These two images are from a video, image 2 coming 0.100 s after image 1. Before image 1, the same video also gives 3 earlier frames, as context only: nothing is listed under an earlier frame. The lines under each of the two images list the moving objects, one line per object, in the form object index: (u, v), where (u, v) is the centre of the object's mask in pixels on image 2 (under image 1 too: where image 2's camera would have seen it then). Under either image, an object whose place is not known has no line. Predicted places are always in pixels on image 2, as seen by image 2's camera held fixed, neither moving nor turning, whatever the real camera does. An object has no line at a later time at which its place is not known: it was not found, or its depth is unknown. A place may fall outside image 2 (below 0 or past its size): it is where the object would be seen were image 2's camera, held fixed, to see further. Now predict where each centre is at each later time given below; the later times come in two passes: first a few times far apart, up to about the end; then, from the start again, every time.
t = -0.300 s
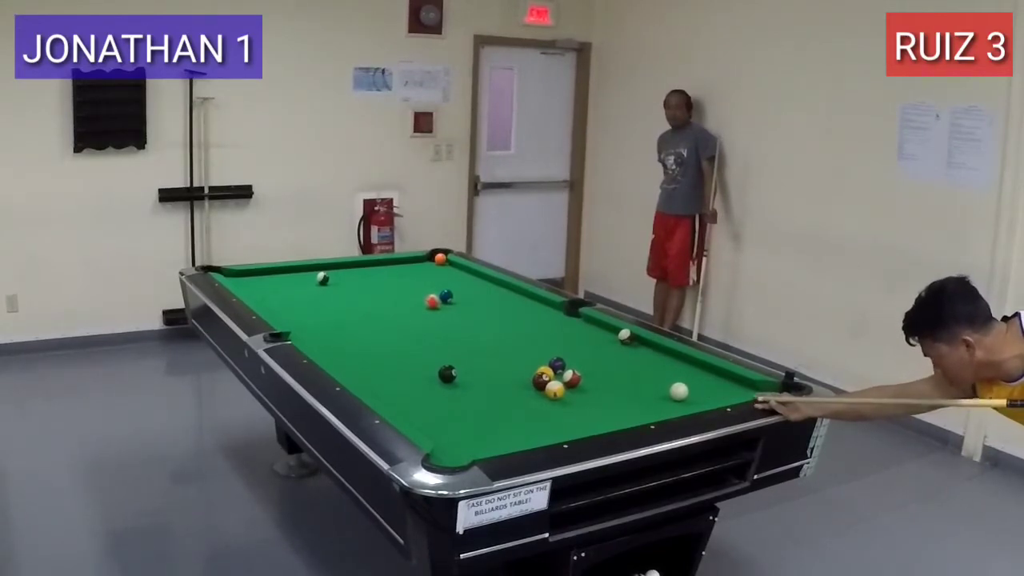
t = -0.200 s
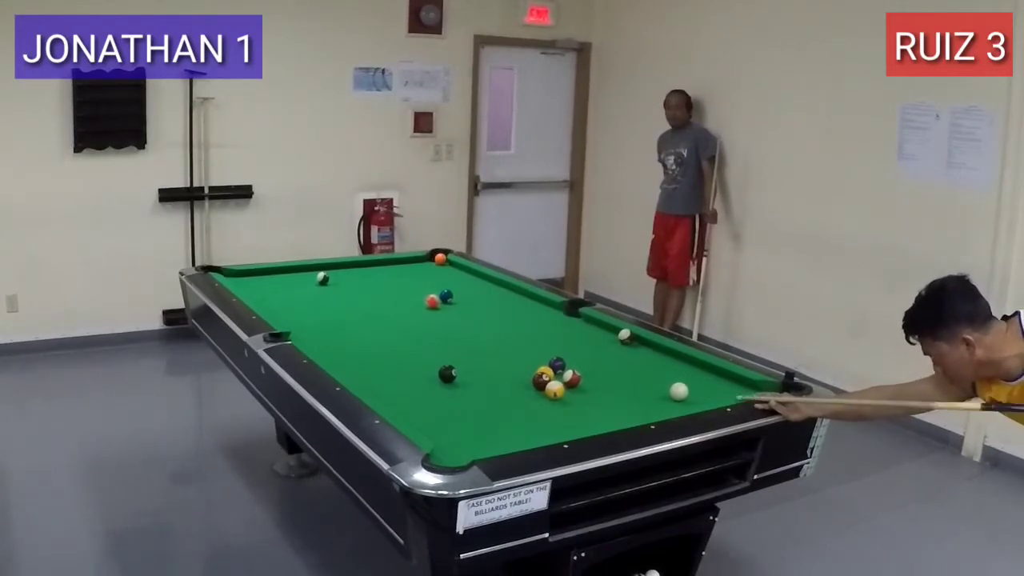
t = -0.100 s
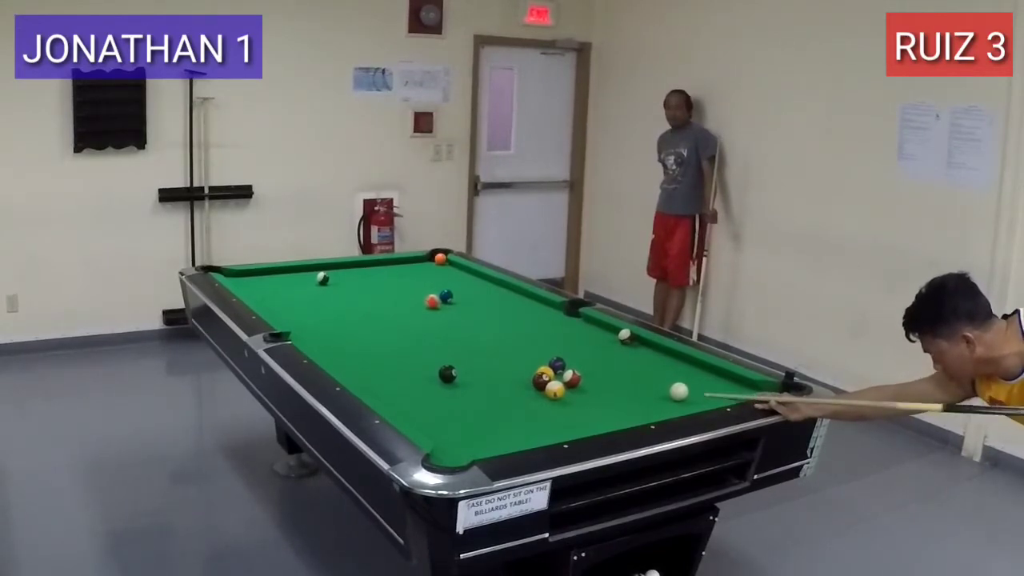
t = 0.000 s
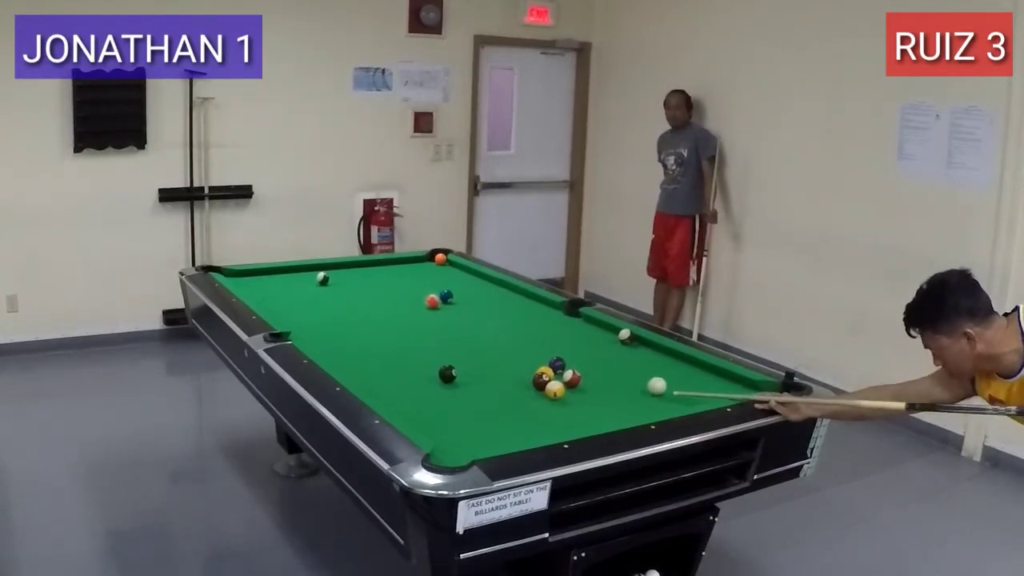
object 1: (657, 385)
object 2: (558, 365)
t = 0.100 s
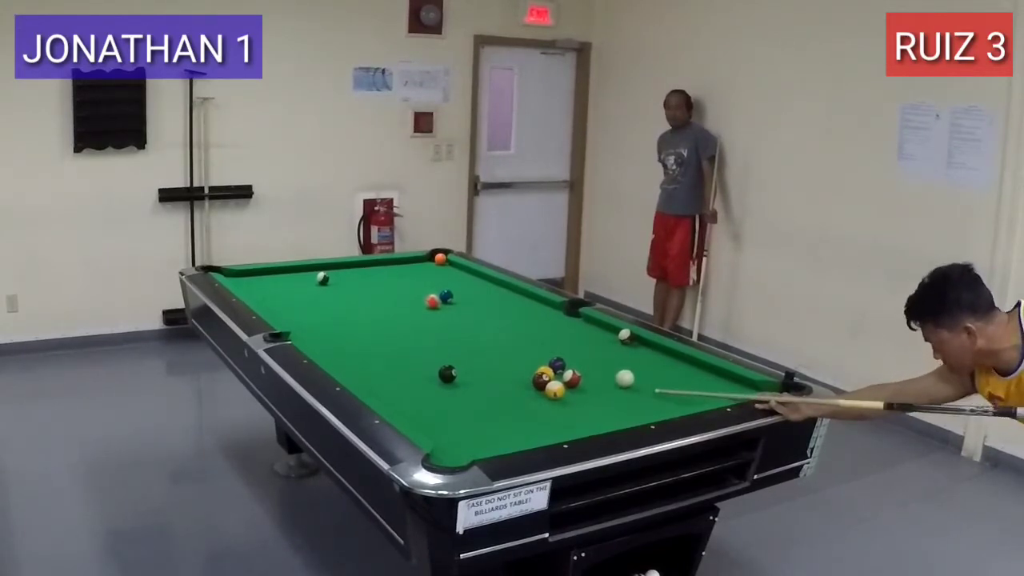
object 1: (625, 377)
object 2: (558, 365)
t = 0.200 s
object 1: (600, 371)
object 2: (558, 365)
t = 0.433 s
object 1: (570, 360)
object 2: (534, 363)
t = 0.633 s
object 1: (560, 353)
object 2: (505, 361)
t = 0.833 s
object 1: (551, 346)
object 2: (478, 358)
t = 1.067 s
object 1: (543, 340)
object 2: (449, 355)
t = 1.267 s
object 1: (536, 335)
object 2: (425, 353)
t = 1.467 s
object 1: (530, 330)
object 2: (404, 351)
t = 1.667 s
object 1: (526, 326)
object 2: (384, 349)
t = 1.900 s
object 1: (521, 321)
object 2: (363, 347)
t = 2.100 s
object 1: (517, 318)
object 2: (347, 345)
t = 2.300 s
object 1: (513, 315)
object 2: (333, 343)
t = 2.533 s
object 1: (510, 313)
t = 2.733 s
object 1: (508, 311)
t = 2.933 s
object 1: (506, 309)
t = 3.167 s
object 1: (503, 308)
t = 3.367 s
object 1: (502, 307)
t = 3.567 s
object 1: (502, 307)
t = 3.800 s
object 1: (501, 306)
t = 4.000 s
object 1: (501, 306)
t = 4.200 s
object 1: (501, 306)
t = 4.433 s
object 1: (501, 307)
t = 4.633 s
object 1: (501, 306)
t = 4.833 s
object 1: (501, 306)
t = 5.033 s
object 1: (501, 306)
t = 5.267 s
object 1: (501, 306)
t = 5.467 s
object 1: (501, 306)
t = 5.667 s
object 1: (501, 307)
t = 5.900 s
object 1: (501, 307)
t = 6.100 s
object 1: (501, 307)
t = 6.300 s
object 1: (501, 307)
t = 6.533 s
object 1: (501, 307)
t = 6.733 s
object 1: (501, 307)
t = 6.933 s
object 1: (501, 307)
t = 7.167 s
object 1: (501, 307)
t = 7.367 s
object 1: (501, 307)
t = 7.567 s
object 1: (501, 307)
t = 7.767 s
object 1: (501, 307)
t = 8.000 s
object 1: (501, 307)
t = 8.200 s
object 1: (501, 307)
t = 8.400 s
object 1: (501, 307)
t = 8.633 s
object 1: (501, 307)
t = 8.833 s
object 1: (501, 307)
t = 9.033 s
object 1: (501, 307)
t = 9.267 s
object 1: (501, 307)
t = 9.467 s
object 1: (501, 307)
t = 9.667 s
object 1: (501, 307)
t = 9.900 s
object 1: (501, 307)
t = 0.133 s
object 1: (616, 375)
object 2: (558, 365)
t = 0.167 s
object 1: (608, 373)
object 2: (558, 365)
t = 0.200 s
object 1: (600, 371)
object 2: (558, 365)
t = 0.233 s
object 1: (592, 369)
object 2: (558, 365)
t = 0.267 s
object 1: (585, 367)
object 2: (558, 365)
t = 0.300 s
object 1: (577, 364)
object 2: (558, 365)
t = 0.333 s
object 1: (575, 363)
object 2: (552, 364)
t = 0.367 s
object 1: (574, 362)
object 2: (544, 362)
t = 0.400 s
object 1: (572, 361)
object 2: (538, 362)
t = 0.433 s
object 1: (570, 360)
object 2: (534, 363)
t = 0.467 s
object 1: (568, 359)
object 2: (529, 363)
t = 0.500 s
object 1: (567, 358)
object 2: (524, 362)
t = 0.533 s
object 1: (565, 356)
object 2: (519, 362)
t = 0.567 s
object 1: (563, 355)
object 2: (514, 362)
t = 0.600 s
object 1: (561, 354)
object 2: (509, 361)
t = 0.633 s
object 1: (560, 353)
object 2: (505, 361)
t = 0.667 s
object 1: (559, 352)
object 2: (500, 360)
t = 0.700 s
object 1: (557, 351)
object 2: (496, 360)
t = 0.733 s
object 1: (556, 350)
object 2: (491, 359)
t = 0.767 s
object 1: (555, 348)
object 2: (487, 359)
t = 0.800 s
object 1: (553, 347)
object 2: (482, 358)
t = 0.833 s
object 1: (551, 346)
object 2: (478, 358)
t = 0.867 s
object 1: (550, 346)
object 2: (473, 358)
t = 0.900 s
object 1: (549, 345)
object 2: (469, 357)
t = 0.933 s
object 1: (548, 344)
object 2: (465, 357)
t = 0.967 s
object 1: (546, 343)
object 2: (460, 356)
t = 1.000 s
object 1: (545, 342)
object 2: (457, 356)
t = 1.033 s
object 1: (544, 341)
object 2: (453, 356)
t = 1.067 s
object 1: (543, 340)
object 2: (449, 355)
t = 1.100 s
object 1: (541, 339)
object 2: (444, 354)
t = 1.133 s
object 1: (540, 338)
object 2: (440, 354)
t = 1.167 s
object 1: (539, 337)
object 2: (436, 354)
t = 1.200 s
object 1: (538, 336)
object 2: (433, 353)
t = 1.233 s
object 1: (537, 335)
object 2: (428, 353)
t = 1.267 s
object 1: (536, 335)
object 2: (425, 353)
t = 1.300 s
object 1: (535, 334)
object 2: (421, 353)
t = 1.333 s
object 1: (534, 333)
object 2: (418, 352)
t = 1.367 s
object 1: (533, 332)
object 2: (414, 352)
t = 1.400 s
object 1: (532, 332)
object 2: (411, 351)
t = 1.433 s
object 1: (531, 331)
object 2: (407, 351)
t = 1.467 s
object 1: (530, 330)
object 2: (404, 351)
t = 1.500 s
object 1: (530, 329)
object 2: (400, 350)
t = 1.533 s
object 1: (529, 328)
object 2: (397, 350)
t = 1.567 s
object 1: (528, 328)
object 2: (394, 350)
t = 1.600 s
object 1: (527, 327)
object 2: (390, 349)
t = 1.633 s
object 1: (526, 326)
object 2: (387, 349)
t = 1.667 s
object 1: (526, 326)
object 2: (384, 349)
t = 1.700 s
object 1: (525, 325)
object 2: (381, 348)
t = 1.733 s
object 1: (524, 324)
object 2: (378, 348)
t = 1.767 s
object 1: (524, 324)
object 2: (375, 348)
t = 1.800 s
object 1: (523, 323)
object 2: (372, 348)
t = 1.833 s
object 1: (522, 323)
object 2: (369, 347)
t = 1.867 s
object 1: (521, 322)
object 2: (366, 347)
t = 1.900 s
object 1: (521, 321)
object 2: (363, 347)
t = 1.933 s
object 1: (520, 321)
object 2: (360, 346)
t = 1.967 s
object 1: (520, 320)
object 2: (358, 346)
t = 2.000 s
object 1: (519, 320)
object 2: (355, 346)
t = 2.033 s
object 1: (518, 319)
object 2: (352, 346)
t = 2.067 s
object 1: (518, 319)
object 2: (350, 346)
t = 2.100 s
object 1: (517, 318)
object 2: (347, 345)
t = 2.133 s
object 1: (517, 318)
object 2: (345, 345)
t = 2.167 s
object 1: (516, 317)
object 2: (342, 345)
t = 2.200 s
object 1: (515, 317)
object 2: (340, 344)
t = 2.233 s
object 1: (515, 316)
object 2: (337, 344)
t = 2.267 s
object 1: (514, 316)
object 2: (335, 344)
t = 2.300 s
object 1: (513, 315)
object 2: (333, 343)
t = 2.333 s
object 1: (513, 315)
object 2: (330, 343)
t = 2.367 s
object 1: (512, 315)
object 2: (328, 343)
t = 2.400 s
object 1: (512, 314)
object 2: (326, 343)
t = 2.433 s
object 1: (511, 314)
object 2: (324, 342)
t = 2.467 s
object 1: (511, 314)
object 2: (322, 342)
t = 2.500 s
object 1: (511, 313)
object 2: (320, 342)
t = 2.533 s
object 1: (510, 313)
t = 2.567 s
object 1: (510, 312)
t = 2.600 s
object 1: (509, 312)
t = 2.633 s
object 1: (509, 312)
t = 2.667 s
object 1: (509, 311)
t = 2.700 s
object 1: (508, 311)
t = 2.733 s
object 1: (508, 311)
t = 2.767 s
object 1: (507, 311)
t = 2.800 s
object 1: (507, 310)
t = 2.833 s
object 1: (507, 310)
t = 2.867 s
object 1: (506, 310)
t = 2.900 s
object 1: (506, 310)
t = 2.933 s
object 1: (506, 309)
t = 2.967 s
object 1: (505, 309)
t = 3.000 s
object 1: (505, 309)
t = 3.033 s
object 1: (505, 309)
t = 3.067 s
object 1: (504, 308)
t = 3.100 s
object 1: (504, 308)
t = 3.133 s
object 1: (504, 308)
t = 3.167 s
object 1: (503, 308)
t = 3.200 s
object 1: (503, 308)
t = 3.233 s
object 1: (503, 308)
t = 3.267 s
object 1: (503, 307)
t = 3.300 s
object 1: (502, 307)
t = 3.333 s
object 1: (502, 307)
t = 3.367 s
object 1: (502, 307)
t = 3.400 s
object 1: (502, 307)
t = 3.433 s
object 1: (502, 307)
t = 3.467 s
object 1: (502, 307)
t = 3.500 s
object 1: (502, 307)
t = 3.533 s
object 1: (502, 307)
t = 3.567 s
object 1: (502, 307)
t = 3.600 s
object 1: (501, 307)
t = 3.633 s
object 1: (501, 306)
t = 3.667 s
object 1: (501, 306)
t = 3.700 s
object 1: (501, 306)
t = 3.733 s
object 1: (501, 306)
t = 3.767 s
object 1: (501, 306)
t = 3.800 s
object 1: (501, 306)
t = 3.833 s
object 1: (501, 306)
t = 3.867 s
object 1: (501, 306)
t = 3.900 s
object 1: (501, 306)
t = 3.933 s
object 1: (501, 306)
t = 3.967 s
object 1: (501, 306)
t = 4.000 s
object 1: (501, 306)
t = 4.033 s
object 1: (501, 306)
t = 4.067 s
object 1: (501, 306)
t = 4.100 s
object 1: (501, 306)
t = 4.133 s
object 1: (501, 306)
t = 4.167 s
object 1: (501, 306)
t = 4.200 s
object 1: (501, 306)
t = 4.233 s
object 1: (501, 306)
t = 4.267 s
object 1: (501, 306)
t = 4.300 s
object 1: (501, 306)
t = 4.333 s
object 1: (501, 306)
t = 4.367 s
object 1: (501, 306)
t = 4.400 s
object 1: (501, 306)
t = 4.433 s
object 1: (501, 307)
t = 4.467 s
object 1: (501, 306)
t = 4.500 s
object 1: (501, 306)
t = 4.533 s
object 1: (501, 306)
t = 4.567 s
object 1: (501, 306)
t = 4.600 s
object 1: (501, 306)
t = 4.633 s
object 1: (501, 306)
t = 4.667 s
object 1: (501, 306)
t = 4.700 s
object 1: (501, 306)
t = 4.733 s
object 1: (501, 306)
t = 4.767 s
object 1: (501, 306)
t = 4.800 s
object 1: (501, 306)
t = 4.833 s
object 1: (501, 306)
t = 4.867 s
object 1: (501, 306)
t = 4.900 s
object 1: (501, 306)
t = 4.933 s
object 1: (501, 306)
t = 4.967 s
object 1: (501, 306)
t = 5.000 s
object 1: (501, 306)
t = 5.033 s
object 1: (501, 306)
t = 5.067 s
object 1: (501, 306)
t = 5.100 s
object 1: (501, 306)
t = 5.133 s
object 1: (501, 306)
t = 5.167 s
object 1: (501, 306)
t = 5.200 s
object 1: (501, 306)
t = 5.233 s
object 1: (501, 306)
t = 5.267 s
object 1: (501, 306)
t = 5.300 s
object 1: (501, 306)
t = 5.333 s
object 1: (501, 306)
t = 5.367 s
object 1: (501, 306)
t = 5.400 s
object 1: (501, 306)
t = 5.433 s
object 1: (501, 306)
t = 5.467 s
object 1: (501, 306)
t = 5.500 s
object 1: (501, 306)
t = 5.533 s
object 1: (501, 307)
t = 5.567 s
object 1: (501, 307)
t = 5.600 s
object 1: (501, 307)
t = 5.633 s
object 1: (501, 307)
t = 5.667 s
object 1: (501, 307)
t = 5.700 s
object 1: (501, 307)
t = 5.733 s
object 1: (501, 307)
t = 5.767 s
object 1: (501, 307)
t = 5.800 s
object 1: (501, 307)
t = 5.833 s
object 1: (501, 307)
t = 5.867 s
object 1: (501, 307)
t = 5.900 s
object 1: (501, 307)
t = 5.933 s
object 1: (501, 307)
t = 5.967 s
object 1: (501, 307)
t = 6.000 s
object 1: (501, 307)
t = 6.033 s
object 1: (501, 307)
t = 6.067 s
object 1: (501, 307)
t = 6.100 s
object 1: (501, 307)
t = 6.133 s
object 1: (501, 307)
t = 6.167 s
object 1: (501, 307)
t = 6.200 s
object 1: (501, 307)
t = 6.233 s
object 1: (501, 307)
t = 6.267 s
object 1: (501, 307)
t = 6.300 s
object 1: (501, 307)
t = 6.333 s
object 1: (501, 307)
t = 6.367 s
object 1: (501, 307)
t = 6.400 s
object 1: (501, 307)
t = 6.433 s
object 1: (501, 307)
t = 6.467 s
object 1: (501, 307)
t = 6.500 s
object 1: (501, 307)
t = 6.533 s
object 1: (501, 307)
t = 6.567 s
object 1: (501, 307)
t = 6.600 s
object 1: (501, 307)
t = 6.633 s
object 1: (501, 307)
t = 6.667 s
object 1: (501, 307)
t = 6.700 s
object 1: (501, 307)
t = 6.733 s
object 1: (501, 307)
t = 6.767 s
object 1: (501, 307)
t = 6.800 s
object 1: (501, 307)
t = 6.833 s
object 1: (501, 307)
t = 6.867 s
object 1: (501, 306)
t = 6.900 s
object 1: (501, 307)
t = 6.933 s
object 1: (501, 307)
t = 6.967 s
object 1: (501, 307)
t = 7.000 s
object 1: (501, 307)
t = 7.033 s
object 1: (501, 307)
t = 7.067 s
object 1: (501, 307)
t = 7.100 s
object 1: (501, 307)
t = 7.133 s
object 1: (501, 307)
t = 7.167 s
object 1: (501, 307)
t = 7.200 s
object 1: (501, 307)
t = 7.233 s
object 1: (501, 307)
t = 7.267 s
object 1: (501, 307)
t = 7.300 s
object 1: (501, 307)
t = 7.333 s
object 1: (501, 307)
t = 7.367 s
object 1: (501, 307)
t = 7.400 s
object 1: (501, 307)
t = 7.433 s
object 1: (501, 307)
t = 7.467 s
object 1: (501, 307)
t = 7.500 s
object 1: (501, 307)
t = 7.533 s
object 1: (501, 307)
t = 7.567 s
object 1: (501, 307)
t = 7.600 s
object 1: (501, 307)
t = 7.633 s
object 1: (501, 307)
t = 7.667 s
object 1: (501, 307)
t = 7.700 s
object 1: (501, 306)
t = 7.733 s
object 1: (501, 307)
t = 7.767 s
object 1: (501, 307)
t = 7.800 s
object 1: (501, 307)
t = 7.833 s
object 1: (501, 307)
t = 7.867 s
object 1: (501, 307)
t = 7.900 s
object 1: (501, 307)
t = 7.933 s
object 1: (501, 307)
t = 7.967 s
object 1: (501, 307)
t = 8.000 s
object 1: (501, 307)
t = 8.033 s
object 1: (501, 307)
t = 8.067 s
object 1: (501, 307)
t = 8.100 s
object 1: (501, 307)
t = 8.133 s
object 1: (501, 307)
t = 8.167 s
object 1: (501, 307)
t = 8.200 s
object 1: (501, 307)
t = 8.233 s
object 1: (501, 307)
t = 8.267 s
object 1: (501, 307)
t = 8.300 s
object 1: (501, 307)
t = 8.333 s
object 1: (501, 307)
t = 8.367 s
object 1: (501, 307)
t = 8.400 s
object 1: (501, 307)
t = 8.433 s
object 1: (501, 307)
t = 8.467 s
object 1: (501, 307)
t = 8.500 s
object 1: (501, 307)
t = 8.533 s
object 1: (501, 307)
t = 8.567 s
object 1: (501, 307)
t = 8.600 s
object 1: (501, 307)
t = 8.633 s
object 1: (501, 307)
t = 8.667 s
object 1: (501, 307)
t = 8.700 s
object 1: (501, 307)
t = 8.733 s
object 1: (501, 307)
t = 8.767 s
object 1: (501, 307)
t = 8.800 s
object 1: (501, 307)
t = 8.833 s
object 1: (501, 307)
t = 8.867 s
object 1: (501, 307)
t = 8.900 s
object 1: (501, 307)
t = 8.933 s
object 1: (501, 307)
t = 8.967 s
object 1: (501, 307)
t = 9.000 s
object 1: (501, 307)
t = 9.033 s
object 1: (501, 307)
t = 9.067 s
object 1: (501, 307)
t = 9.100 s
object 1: (501, 307)
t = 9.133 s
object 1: (501, 307)
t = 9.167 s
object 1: (501, 307)
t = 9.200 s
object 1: (501, 307)
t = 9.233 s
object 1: (501, 307)
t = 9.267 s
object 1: (501, 307)
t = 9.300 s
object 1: (501, 307)
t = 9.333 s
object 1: (501, 307)
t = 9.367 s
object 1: (501, 307)
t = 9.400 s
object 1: (501, 307)
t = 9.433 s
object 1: (501, 307)
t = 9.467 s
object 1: (501, 307)
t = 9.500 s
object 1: (501, 307)
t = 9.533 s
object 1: (501, 307)
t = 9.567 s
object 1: (501, 307)
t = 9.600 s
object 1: (501, 307)
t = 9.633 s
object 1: (501, 307)
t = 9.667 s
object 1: (501, 307)
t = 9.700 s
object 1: (501, 307)
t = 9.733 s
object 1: (501, 307)
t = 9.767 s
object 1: (501, 307)
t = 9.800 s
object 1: (501, 307)
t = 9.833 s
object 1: (501, 307)
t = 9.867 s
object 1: (501, 307)
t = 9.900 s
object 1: (501, 307)
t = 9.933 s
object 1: (501, 307)
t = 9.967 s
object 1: (501, 307)
